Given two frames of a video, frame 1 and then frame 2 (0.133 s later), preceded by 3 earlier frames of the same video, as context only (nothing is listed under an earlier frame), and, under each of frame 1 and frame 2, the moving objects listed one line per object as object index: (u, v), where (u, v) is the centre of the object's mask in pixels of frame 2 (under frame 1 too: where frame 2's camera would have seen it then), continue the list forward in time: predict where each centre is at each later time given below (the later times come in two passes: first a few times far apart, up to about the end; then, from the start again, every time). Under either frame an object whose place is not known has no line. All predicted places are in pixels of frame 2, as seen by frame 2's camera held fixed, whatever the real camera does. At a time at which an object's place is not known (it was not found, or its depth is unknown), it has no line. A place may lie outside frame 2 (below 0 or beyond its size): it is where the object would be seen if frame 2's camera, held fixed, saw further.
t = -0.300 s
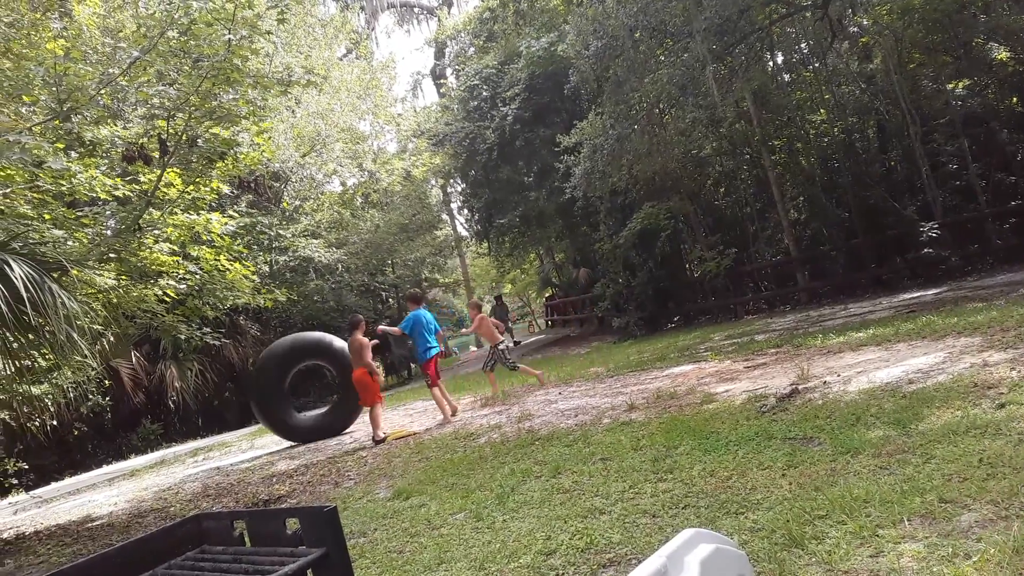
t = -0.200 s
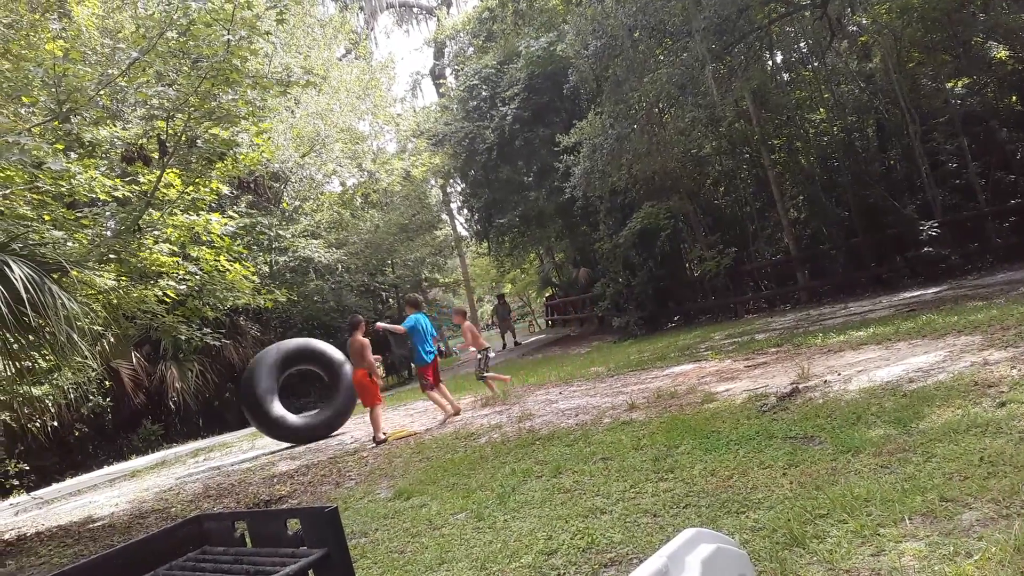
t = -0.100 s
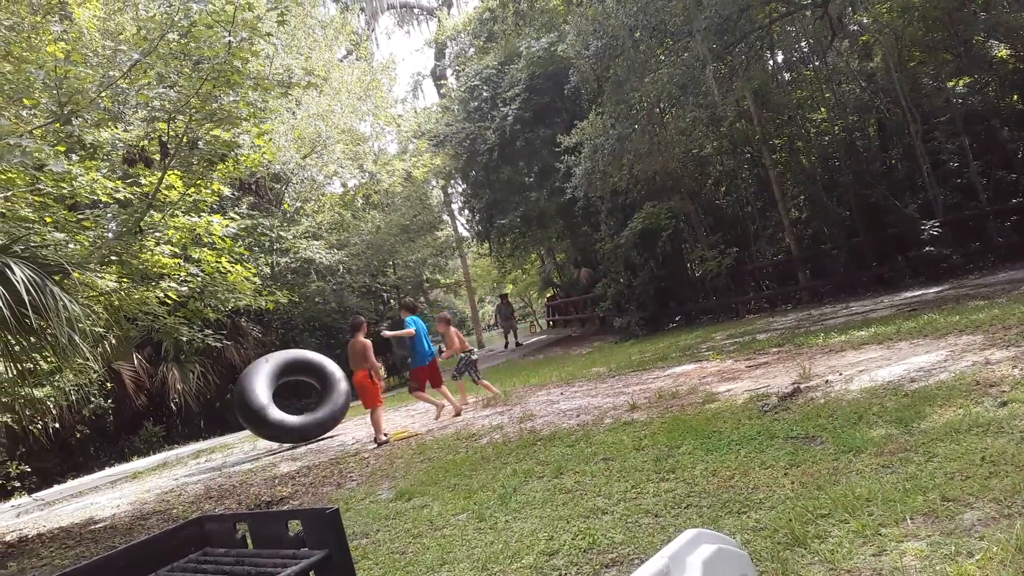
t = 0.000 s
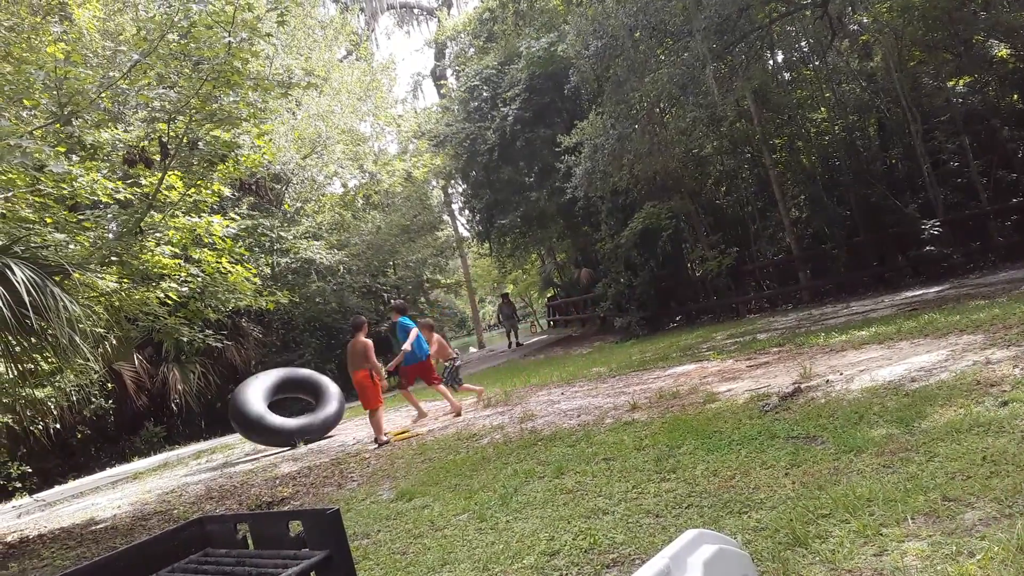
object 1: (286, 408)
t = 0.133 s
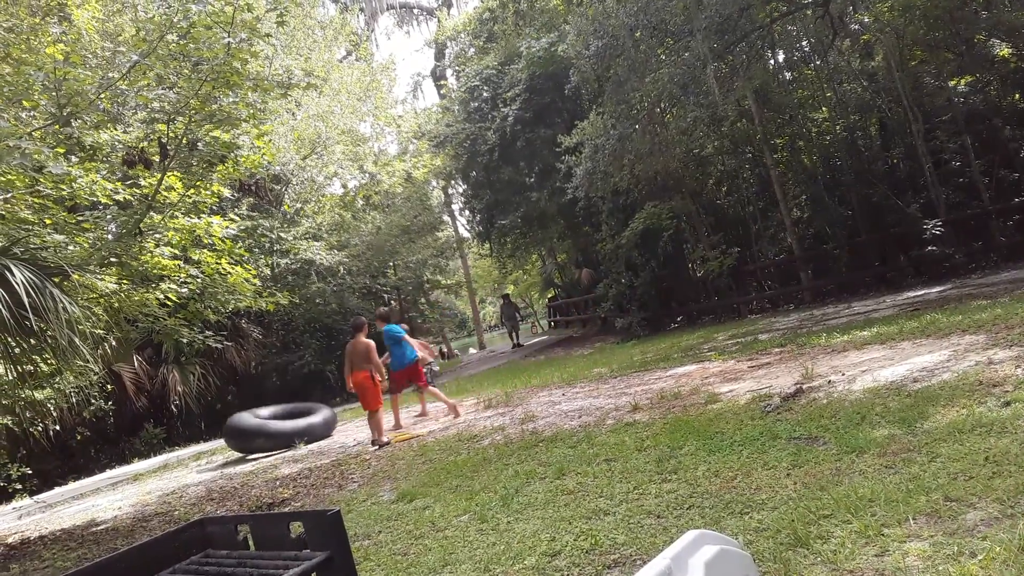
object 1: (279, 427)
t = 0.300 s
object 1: (269, 423)
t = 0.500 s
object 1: (261, 420)
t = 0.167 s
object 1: (277, 433)
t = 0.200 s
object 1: (276, 434)
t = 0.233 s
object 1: (272, 429)
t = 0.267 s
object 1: (271, 426)
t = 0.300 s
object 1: (269, 423)
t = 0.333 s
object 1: (268, 421)
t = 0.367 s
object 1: (267, 419)
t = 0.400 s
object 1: (265, 419)
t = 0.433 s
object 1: (263, 419)
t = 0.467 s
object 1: (262, 419)
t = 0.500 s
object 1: (261, 420)
